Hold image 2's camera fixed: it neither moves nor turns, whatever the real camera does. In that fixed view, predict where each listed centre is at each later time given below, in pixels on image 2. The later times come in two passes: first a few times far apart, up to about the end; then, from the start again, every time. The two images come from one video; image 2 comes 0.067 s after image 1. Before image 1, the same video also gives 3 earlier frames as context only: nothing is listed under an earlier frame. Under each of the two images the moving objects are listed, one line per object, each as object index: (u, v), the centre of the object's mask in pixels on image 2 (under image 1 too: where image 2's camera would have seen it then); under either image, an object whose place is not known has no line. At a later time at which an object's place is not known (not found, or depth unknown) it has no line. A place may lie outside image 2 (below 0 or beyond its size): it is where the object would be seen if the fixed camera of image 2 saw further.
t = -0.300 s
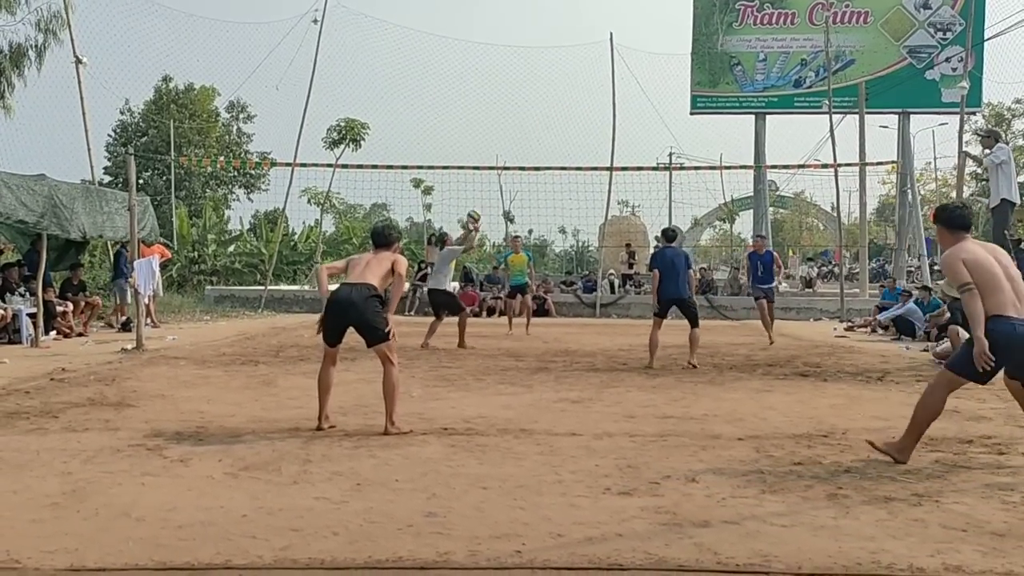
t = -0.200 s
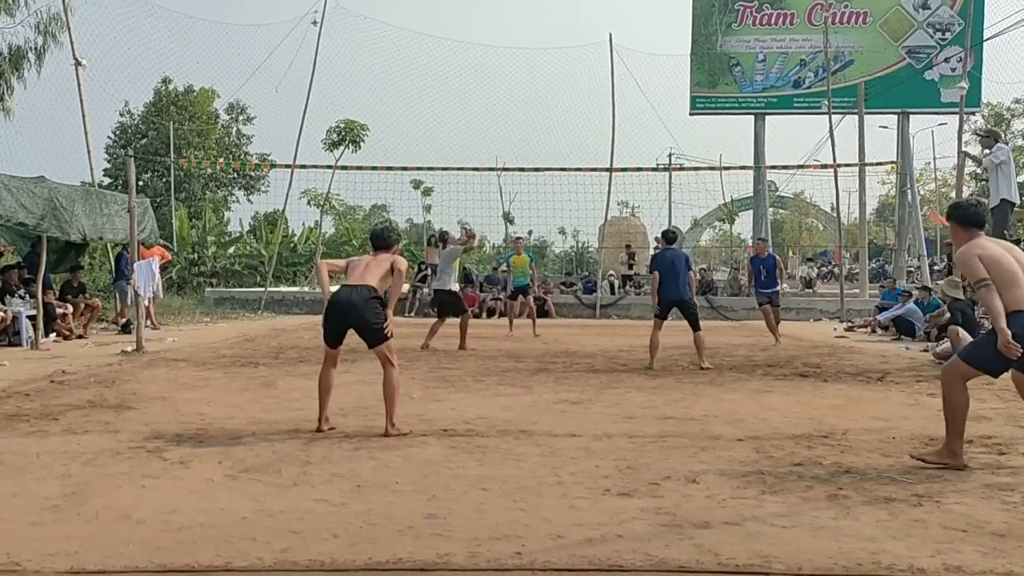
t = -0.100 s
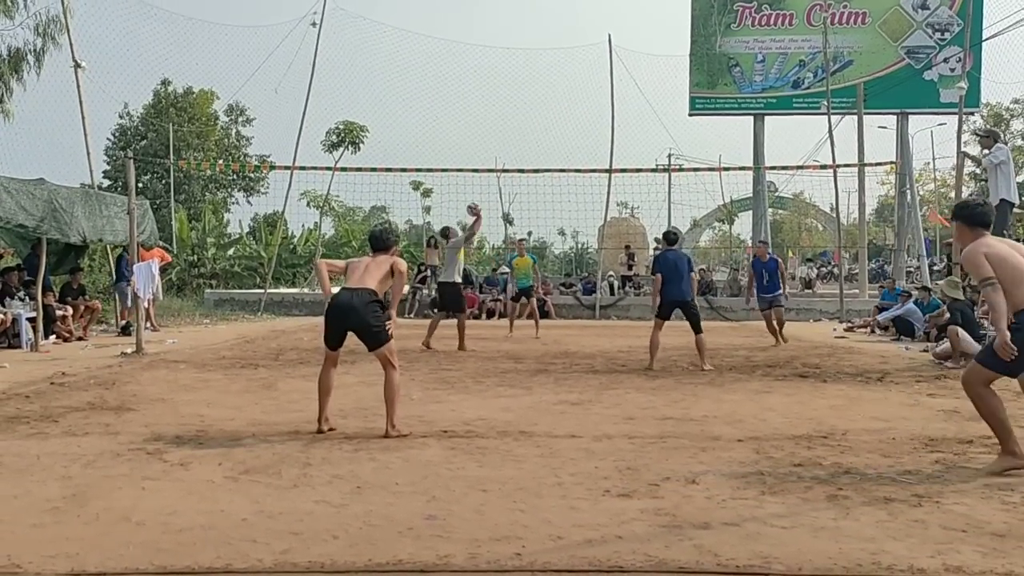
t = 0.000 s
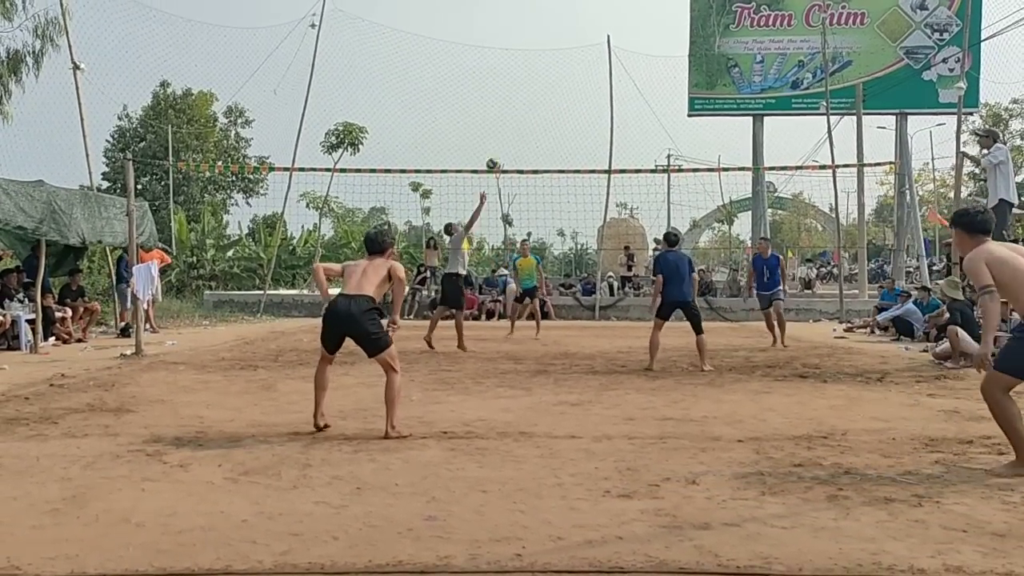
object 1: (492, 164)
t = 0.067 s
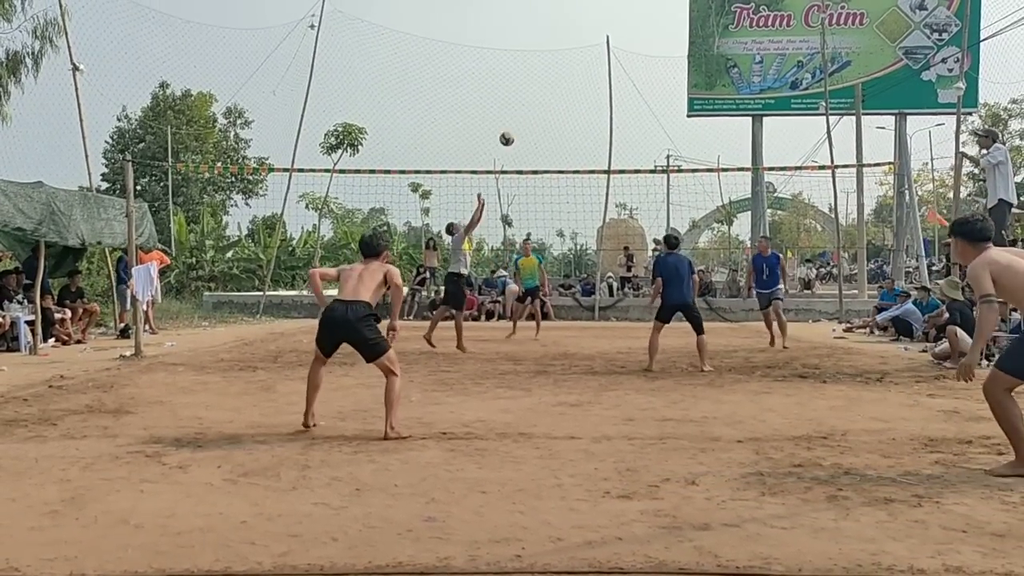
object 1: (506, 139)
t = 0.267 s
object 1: (548, 77)
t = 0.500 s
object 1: (597, 39)
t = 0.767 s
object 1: (652, 42)
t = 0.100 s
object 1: (513, 127)
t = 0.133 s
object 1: (520, 115)
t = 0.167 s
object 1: (527, 104)
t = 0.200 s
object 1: (534, 94)
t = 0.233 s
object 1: (541, 85)
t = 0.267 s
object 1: (548, 77)
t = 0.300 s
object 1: (555, 69)
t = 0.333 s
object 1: (562, 62)
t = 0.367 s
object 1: (569, 56)
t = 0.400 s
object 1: (576, 51)
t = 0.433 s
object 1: (583, 46)
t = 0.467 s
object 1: (590, 42)
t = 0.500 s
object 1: (597, 39)
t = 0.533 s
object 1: (604, 37)
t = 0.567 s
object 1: (611, 35)
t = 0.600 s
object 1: (617, 34)
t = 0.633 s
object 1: (625, 34)
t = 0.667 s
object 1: (631, 35)
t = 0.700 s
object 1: (638, 37)
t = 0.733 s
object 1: (645, 39)
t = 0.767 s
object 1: (652, 42)
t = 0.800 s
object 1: (659, 47)
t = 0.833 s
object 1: (666, 51)
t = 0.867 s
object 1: (673, 57)
